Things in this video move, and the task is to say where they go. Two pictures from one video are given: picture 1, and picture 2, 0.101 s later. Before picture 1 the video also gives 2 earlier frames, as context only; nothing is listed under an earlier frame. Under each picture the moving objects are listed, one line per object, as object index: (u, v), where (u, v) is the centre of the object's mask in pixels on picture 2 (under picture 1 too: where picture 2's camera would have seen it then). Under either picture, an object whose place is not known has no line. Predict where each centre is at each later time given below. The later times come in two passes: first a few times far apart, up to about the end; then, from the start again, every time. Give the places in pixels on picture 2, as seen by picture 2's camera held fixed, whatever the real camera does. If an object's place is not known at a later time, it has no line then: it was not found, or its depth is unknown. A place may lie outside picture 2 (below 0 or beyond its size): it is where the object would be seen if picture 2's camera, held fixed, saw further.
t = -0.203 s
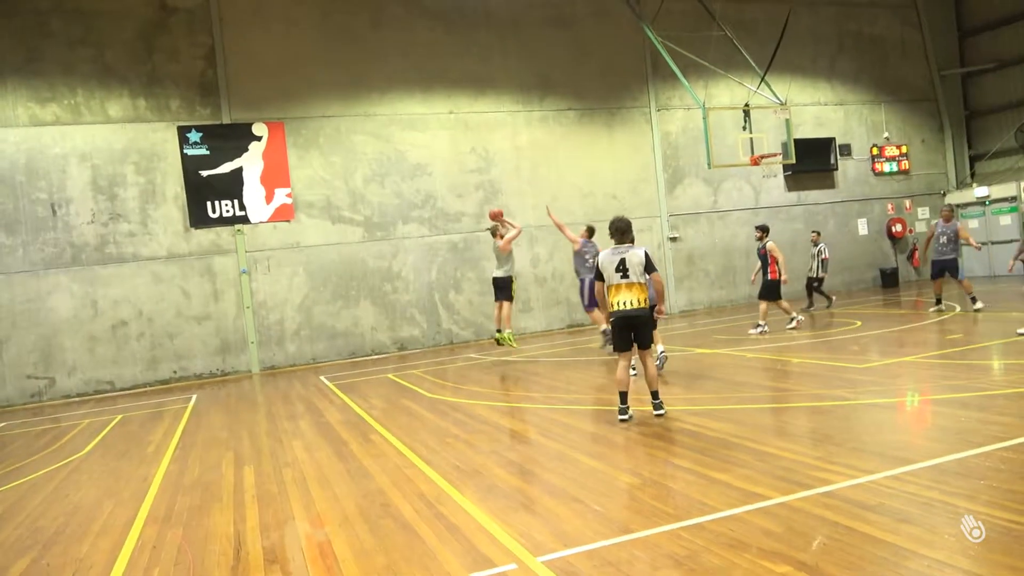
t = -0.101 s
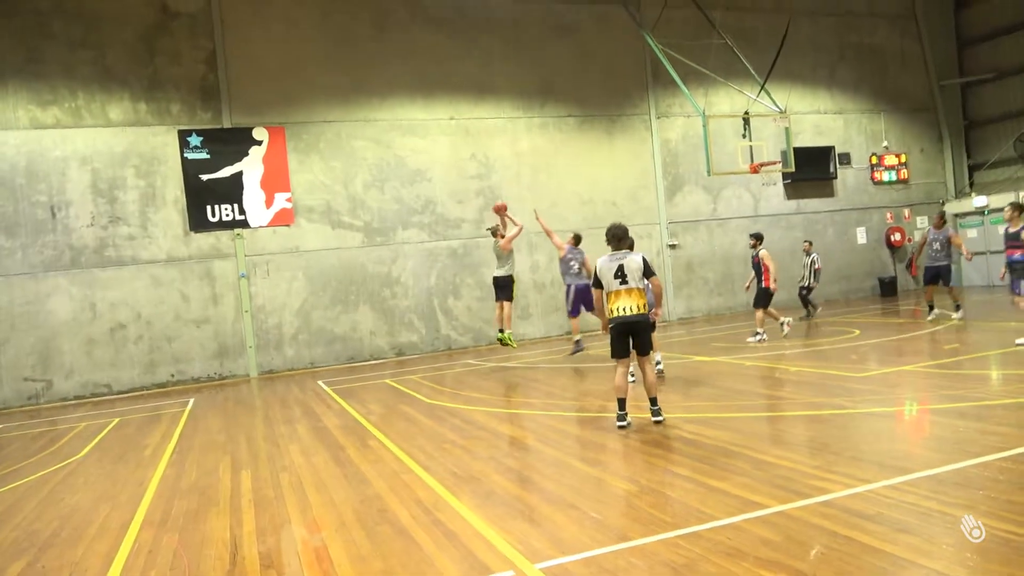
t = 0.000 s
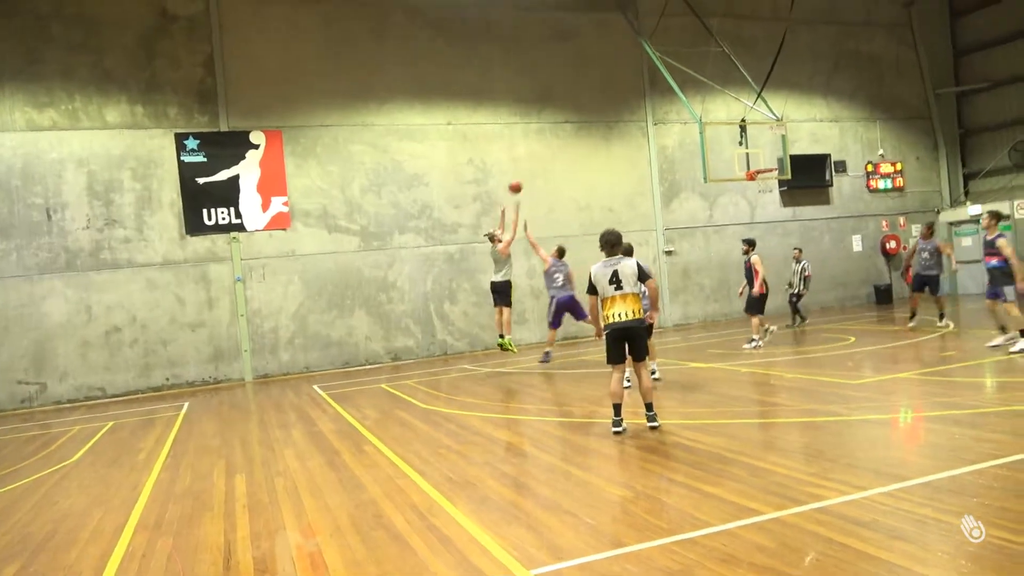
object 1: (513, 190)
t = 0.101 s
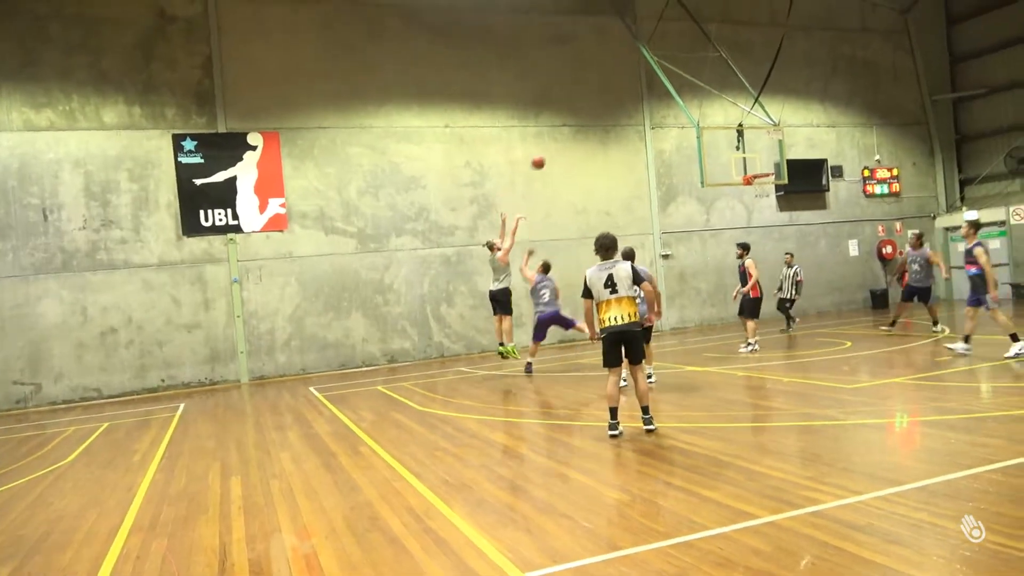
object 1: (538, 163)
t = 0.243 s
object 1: (573, 134)
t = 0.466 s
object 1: (628, 113)
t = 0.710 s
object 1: (689, 121)
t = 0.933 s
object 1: (744, 156)
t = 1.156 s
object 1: (774, 195)
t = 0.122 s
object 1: (543, 159)
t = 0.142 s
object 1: (548, 154)
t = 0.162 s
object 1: (554, 150)
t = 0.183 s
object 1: (559, 145)
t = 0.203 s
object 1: (564, 142)
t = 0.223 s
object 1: (569, 137)
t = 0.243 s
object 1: (573, 134)
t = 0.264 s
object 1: (578, 131)
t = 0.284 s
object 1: (583, 128)
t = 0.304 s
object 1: (588, 125)
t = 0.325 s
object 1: (593, 123)
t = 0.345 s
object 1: (598, 121)
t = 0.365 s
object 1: (603, 119)
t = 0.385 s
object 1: (608, 118)
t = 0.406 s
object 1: (613, 116)
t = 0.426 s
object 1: (618, 114)
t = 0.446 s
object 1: (623, 114)
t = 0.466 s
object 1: (628, 113)
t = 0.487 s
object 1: (633, 112)
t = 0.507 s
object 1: (638, 111)
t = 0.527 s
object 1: (644, 111)
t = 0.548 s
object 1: (648, 112)
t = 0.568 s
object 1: (654, 112)
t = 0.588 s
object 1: (659, 113)
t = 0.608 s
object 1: (664, 113)
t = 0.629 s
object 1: (669, 114)
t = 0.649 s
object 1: (674, 116)
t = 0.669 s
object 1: (679, 117)
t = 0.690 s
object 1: (684, 119)
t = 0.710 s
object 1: (689, 121)
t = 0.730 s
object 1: (694, 124)
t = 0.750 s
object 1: (700, 126)
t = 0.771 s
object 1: (704, 128)
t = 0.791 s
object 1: (710, 131)
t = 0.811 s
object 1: (715, 134)
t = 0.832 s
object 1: (720, 137)
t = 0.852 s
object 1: (725, 141)
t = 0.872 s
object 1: (730, 144)
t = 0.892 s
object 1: (735, 148)
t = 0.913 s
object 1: (740, 152)
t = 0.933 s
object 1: (744, 156)
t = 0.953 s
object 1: (750, 161)
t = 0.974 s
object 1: (755, 165)
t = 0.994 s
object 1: (760, 169)
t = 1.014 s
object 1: (764, 176)
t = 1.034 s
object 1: (770, 179)
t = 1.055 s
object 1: (772, 182)
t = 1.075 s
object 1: (772, 184)
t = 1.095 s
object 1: (773, 186)
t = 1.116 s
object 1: (773, 190)
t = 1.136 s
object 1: (774, 192)
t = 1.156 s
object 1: (774, 195)
